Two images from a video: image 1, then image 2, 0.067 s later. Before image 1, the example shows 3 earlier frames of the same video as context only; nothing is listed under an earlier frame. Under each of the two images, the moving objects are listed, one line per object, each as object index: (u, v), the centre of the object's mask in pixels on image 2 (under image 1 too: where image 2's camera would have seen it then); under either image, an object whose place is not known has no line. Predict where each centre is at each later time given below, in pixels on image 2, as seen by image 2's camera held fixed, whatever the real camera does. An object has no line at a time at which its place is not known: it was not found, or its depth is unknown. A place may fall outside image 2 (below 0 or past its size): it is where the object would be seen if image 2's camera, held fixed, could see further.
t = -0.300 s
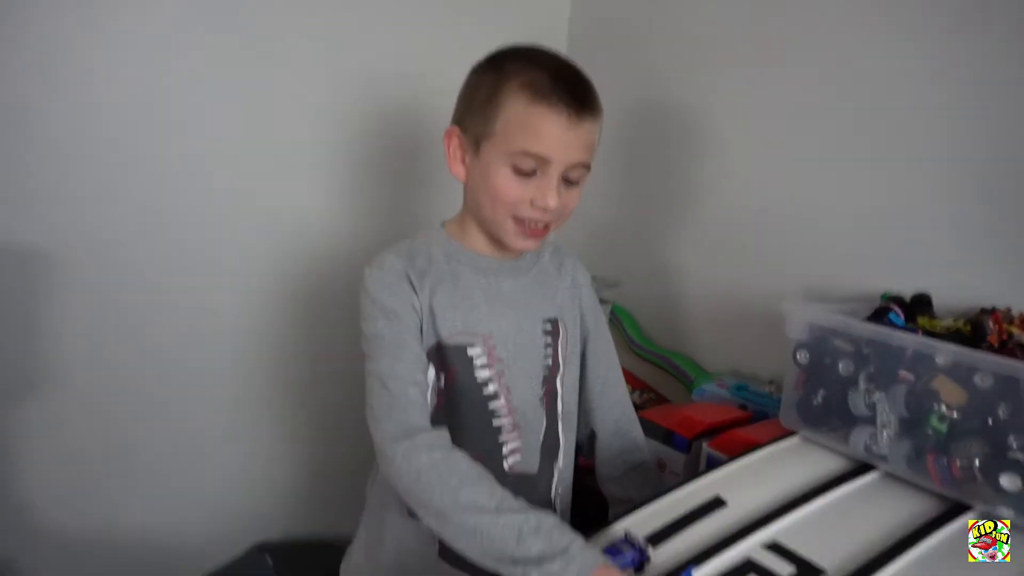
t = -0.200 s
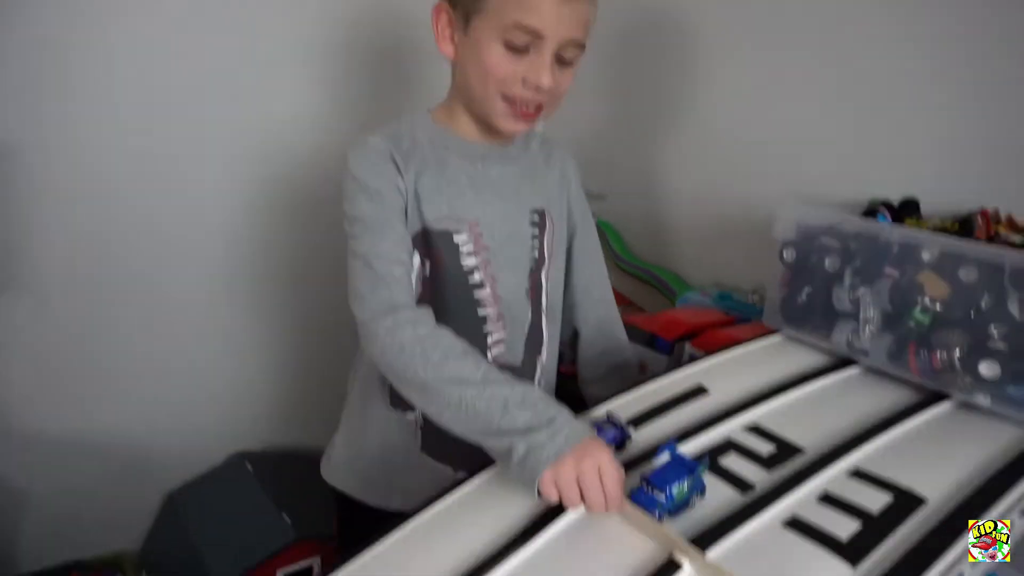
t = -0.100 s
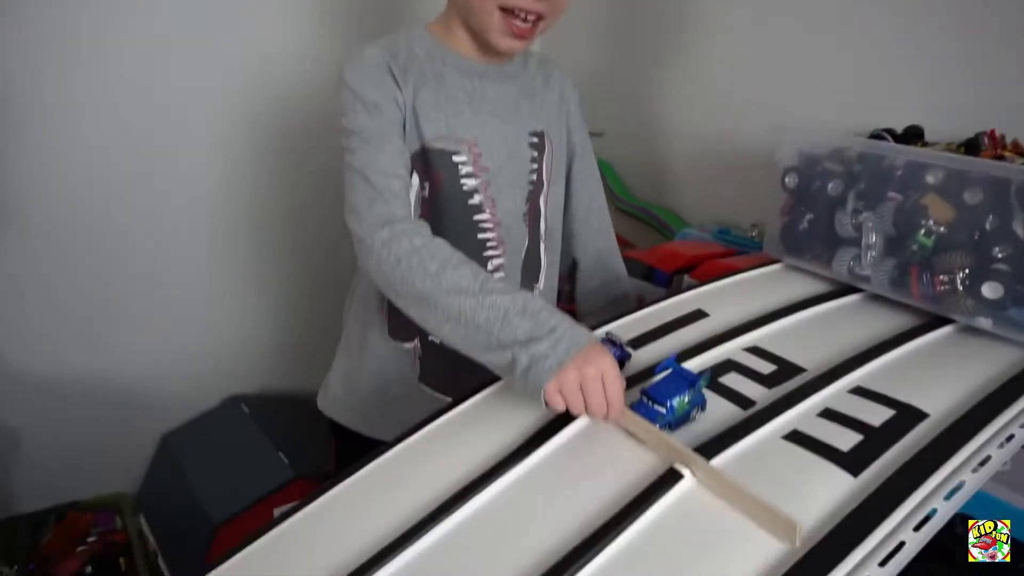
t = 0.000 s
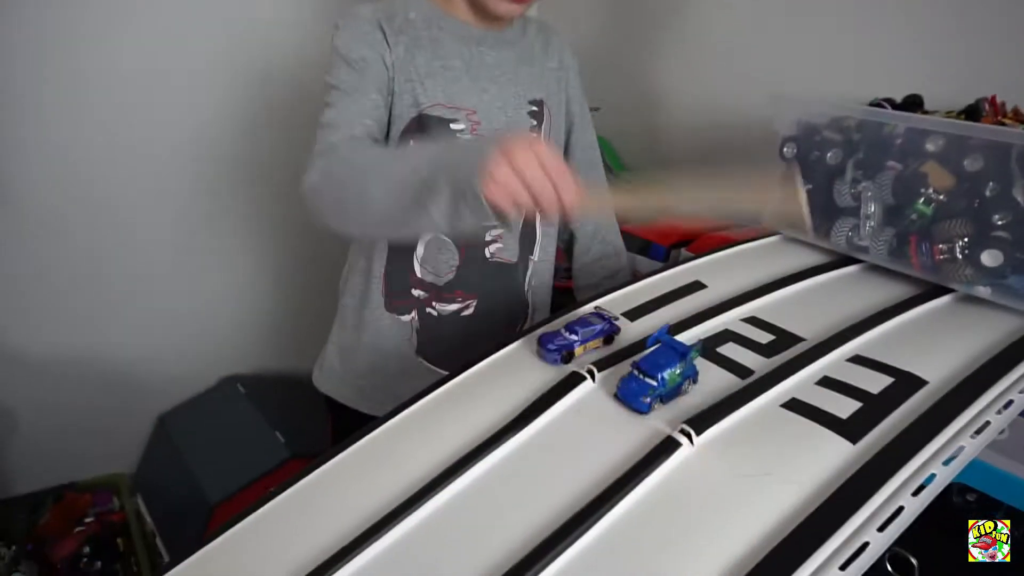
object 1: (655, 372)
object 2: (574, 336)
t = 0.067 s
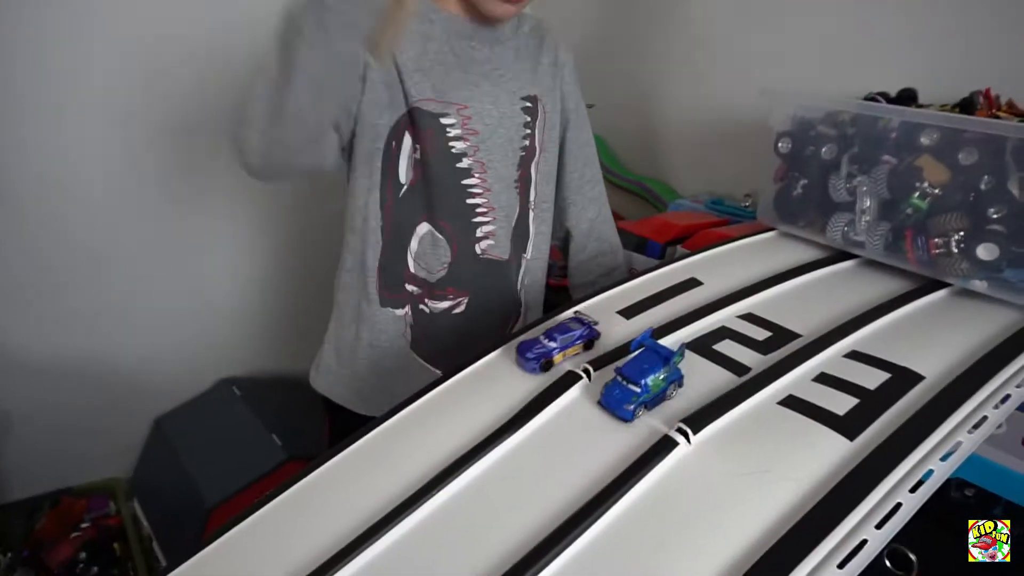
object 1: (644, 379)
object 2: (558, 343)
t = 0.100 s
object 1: (634, 384)
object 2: (546, 349)
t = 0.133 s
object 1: (623, 392)
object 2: (531, 356)
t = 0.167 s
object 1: (609, 401)
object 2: (514, 366)
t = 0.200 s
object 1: (591, 415)
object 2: (494, 379)
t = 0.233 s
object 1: (568, 432)
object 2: (470, 396)
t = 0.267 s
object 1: (541, 451)
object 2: (443, 415)
